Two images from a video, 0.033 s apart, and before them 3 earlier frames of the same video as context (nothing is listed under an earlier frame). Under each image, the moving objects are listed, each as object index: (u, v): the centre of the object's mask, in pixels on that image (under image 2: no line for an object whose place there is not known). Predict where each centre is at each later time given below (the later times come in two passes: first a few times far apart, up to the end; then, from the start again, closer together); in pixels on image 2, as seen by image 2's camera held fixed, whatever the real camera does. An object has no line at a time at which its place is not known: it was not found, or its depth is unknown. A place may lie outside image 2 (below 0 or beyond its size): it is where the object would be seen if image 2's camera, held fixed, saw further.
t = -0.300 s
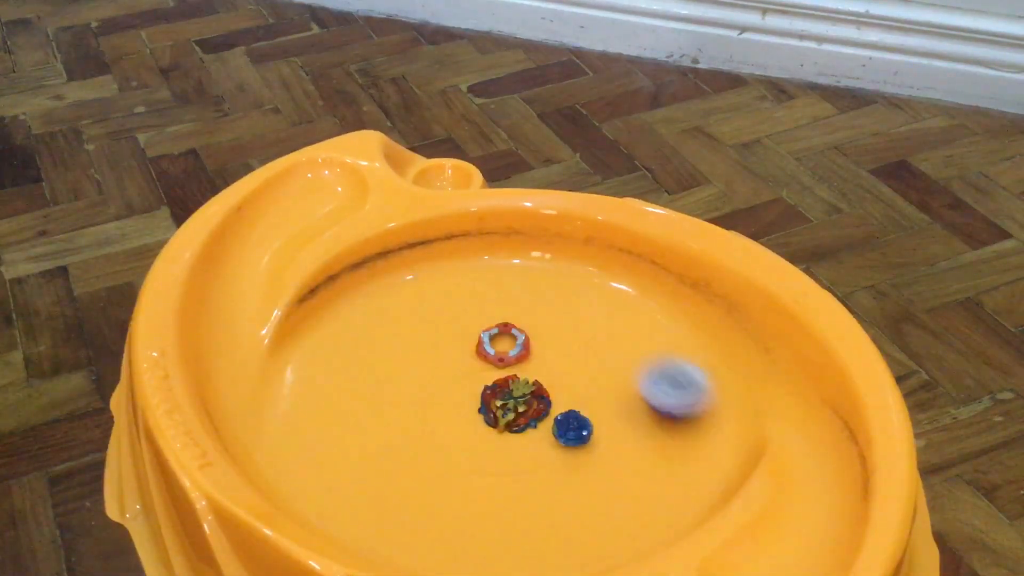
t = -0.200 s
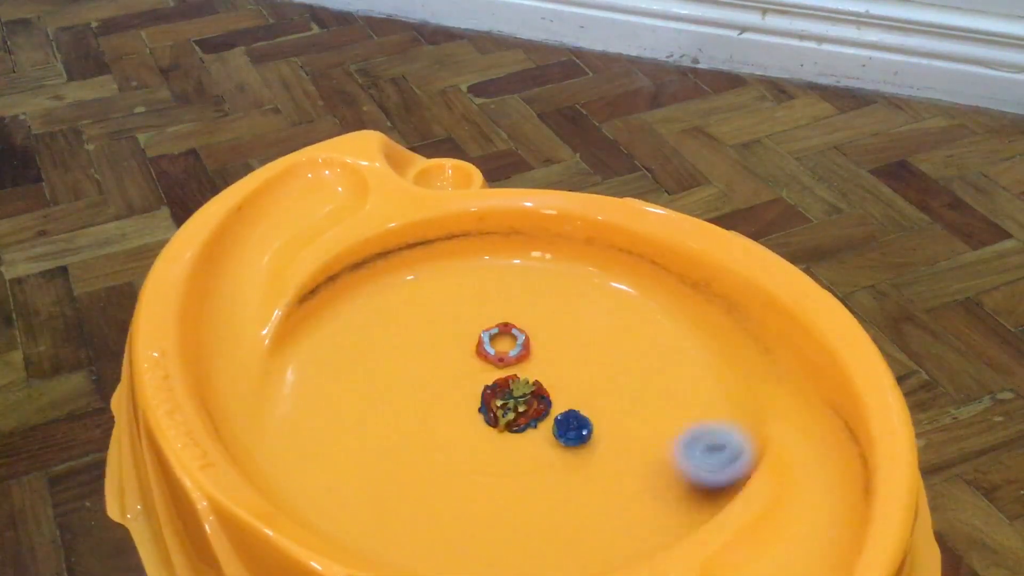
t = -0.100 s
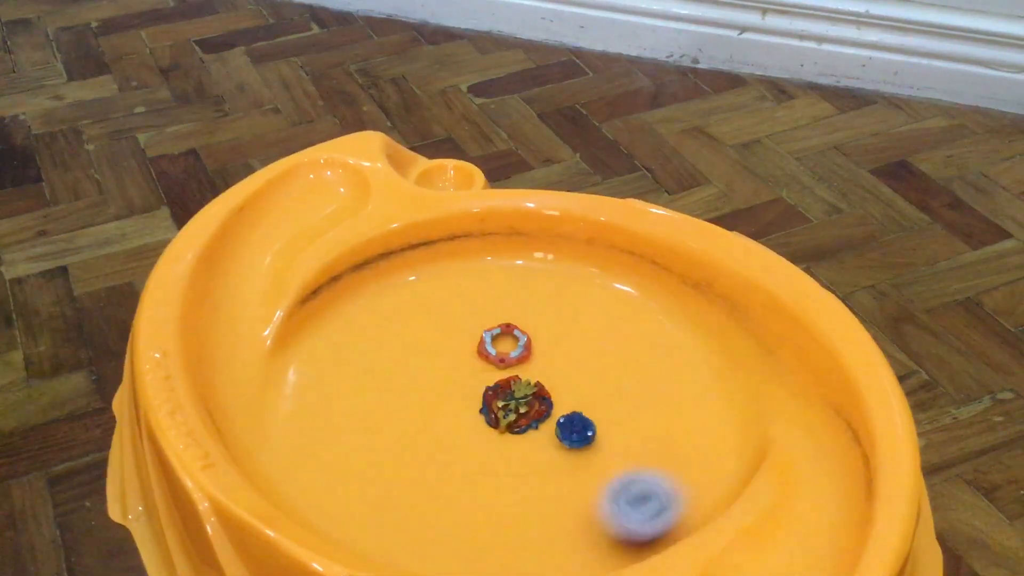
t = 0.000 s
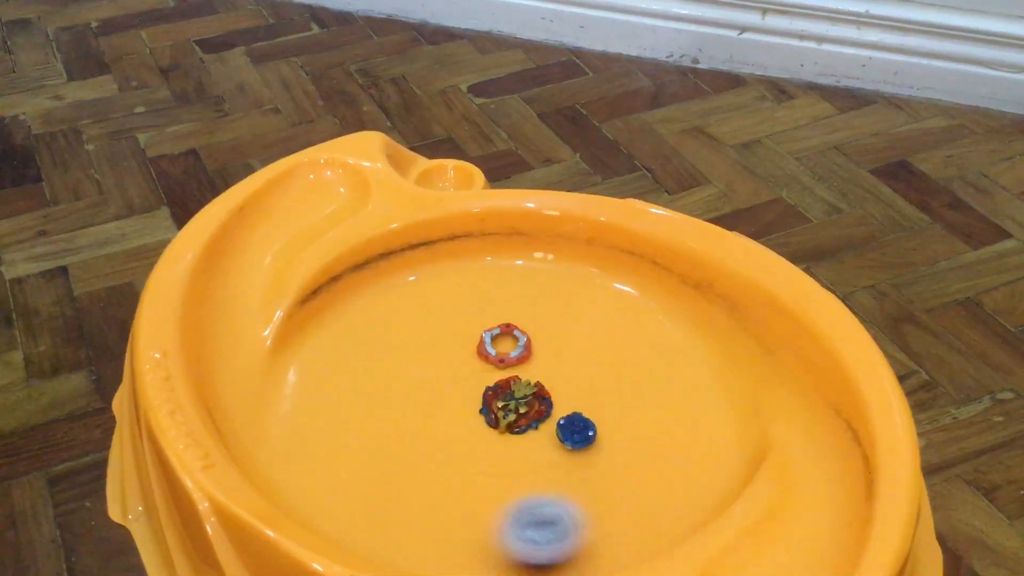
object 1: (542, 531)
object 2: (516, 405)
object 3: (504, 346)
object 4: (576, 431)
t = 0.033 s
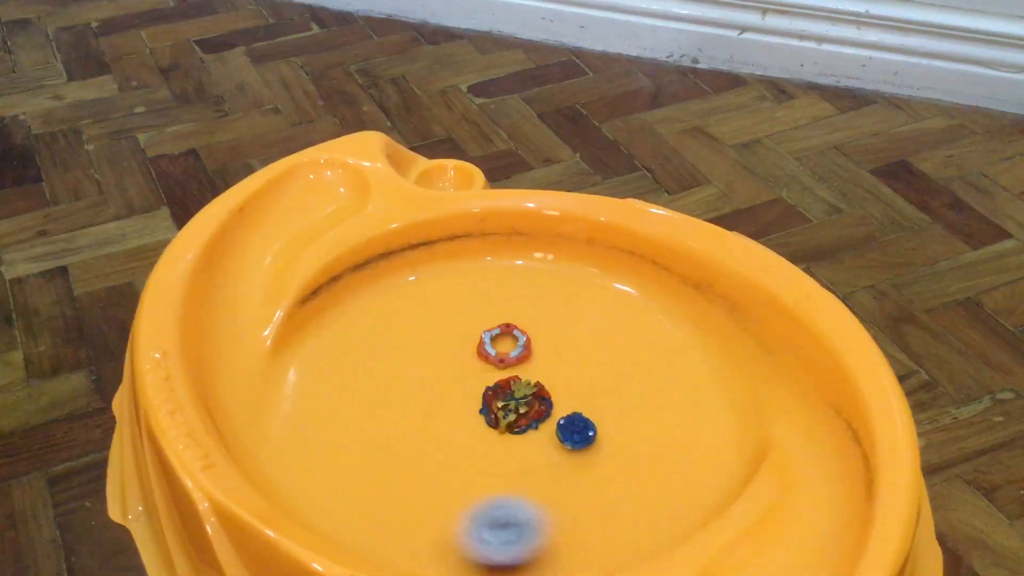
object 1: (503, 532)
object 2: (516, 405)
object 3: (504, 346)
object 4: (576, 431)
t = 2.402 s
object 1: (479, 428)
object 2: (628, 541)
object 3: (680, 427)
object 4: (644, 447)
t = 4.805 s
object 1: (461, 401)
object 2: (598, 512)
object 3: (609, 425)
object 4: (646, 442)
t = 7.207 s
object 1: (441, 412)
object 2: (598, 512)
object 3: (609, 425)
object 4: (646, 442)
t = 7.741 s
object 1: (441, 411)
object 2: (598, 512)
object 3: (609, 425)
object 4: (646, 442)
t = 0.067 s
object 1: (464, 531)
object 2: (516, 405)
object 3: (504, 346)
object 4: (576, 431)
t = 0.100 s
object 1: (425, 525)
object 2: (516, 405)
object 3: (504, 346)
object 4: (576, 431)
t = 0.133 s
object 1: (389, 517)
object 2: (516, 405)
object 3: (504, 346)
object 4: (576, 431)
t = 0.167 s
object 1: (353, 505)
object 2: (516, 405)
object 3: (504, 346)
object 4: (576, 431)
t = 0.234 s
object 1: (296, 472)
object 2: (516, 405)
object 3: (504, 346)
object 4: (576, 431)
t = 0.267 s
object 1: (276, 451)
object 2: (516, 405)
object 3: (504, 346)
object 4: (576, 431)
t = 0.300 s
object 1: (266, 426)
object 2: (516, 405)
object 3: (504, 346)
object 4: (576, 431)
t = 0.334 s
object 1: (263, 401)
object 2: (516, 405)
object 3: (504, 346)
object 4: (576, 431)
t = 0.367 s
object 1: (268, 378)
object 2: (516, 405)
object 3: (504, 346)
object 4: (576, 431)
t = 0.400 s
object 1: (279, 356)
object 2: (516, 405)
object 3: (504, 346)
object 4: (576, 431)
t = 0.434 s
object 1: (299, 337)
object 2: (516, 405)
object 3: (504, 346)
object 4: (576, 431)
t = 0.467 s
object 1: (327, 323)
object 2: (515, 405)
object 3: (504, 346)
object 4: (575, 430)
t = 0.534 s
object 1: (388, 307)
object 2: (516, 405)
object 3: (504, 346)
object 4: (575, 430)
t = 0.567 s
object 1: (419, 303)
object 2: (516, 405)
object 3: (504, 346)
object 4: (575, 430)
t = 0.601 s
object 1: (449, 301)
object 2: (516, 405)
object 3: (504, 346)
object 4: (575, 430)
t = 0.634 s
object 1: (478, 302)
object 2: (516, 405)
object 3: (504, 346)
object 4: (575, 430)
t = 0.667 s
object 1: (504, 300)
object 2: (516, 405)
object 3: (509, 348)
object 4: (575, 430)
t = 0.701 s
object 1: (528, 300)
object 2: (516, 406)
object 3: (515, 358)
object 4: (575, 430)
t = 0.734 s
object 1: (553, 304)
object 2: (519, 415)
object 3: (518, 363)
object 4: (576, 430)
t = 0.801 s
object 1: (601, 320)
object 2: (520, 427)
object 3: (520, 365)
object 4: (580, 432)
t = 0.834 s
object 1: (624, 333)
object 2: (520, 430)
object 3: (520, 366)
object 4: (580, 433)
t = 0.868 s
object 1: (645, 349)
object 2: (520, 430)
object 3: (520, 366)
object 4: (580, 433)
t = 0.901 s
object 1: (665, 367)
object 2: (520, 430)
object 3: (520, 366)
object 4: (580, 433)
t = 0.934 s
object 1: (681, 386)
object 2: (520, 430)
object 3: (520, 366)
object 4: (580, 433)
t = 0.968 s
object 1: (692, 407)
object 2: (520, 430)
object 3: (520, 366)
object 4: (580, 433)
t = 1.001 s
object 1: (699, 430)
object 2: (520, 430)
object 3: (520, 366)
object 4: (580, 433)
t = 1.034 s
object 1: (702, 455)
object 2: (519, 430)
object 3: (520, 366)
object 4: (580, 433)
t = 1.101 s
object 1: (680, 495)
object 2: (519, 430)
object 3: (520, 366)
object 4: (579, 433)
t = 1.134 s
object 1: (650, 508)
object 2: (519, 430)
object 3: (520, 367)
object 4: (579, 433)
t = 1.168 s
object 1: (617, 518)
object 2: (519, 430)
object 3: (519, 367)
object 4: (578, 433)
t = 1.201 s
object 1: (584, 523)
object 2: (519, 430)
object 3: (519, 367)
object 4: (578, 433)
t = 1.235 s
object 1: (549, 524)
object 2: (519, 430)
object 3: (519, 367)
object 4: (578, 433)
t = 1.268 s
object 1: (513, 523)
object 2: (519, 430)
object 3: (519, 367)
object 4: (578, 433)
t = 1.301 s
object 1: (476, 520)
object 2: (519, 430)
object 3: (519, 367)
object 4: (578, 433)
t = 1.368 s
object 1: (379, 492)
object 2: (519, 430)
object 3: (519, 367)
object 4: (578, 433)
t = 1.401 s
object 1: (350, 479)
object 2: (519, 430)
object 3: (519, 367)
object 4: (578, 433)
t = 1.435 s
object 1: (325, 464)
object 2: (519, 430)
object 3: (519, 367)
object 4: (578, 433)
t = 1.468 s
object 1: (304, 445)
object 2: (519, 430)
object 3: (519, 367)
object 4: (578, 433)
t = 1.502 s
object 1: (288, 426)
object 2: (519, 430)
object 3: (519, 367)
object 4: (578, 433)
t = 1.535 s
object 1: (277, 406)
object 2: (519, 430)
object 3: (519, 367)
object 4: (578, 433)
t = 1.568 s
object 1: (273, 385)
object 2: (519, 430)
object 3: (519, 367)
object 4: (578, 433)
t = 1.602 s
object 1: (276, 366)
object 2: (519, 430)
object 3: (519, 367)
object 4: (578, 433)
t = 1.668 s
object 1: (302, 332)
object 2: (519, 430)
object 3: (519, 367)
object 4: (578, 433)
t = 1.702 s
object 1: (324, 324)
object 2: (519, 431)
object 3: (519, 367)
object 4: (577, 433)
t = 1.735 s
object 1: (350, 320)
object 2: (519, 431)
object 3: (519, 367)
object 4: (577, 433)
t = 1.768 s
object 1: (376, 316)
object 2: (519, 431)
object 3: (519, 367)
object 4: (577, 433)
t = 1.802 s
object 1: (403, 315)
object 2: (519, 431)
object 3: (519, 367)
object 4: (577, 433)
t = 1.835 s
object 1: (428, 314)
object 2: (519, 431)
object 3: (519, 367)
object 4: (577, 433)
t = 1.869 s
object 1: (452, 316)
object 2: (519, 431)
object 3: (519, 367)
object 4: (577, 433)
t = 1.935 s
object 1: (497, 328)
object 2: (519, 431)
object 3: (521, 369)
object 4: (577, 433)
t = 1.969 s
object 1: (503, 331)
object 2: (519, 430)
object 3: (549, 356)
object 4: (576, 433)
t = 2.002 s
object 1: (505, 343)
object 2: (519, 430)
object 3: (592, 351)
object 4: (577, 433)
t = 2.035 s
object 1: (504, 343)
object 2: (519, 431)
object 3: (623, 353)
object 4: (576, 433)
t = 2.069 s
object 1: (504, 348)
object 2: (519, 431)
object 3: (663, 360)
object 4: (576, 434)
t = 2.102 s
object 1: (503, 352)
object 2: (519, 431)
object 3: (688, 362)
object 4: (576, 434)
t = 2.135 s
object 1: (504, 359)
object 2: (518, 431)
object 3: (709, 362)
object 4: (576, 434)
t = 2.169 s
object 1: (506, 368)
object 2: (518, 431)
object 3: (722, 368)
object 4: (576, 434)
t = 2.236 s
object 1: (506, 383)
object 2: (533, 450)
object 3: (723, 395)
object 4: (592, 433)
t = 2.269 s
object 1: (500, 388)
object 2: (558, 478)
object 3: (717, 405)
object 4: (608, 433)
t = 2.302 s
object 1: (497, 396)
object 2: (581, 503)
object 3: (707, 414)
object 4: (622, 436)
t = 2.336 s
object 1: (493, 406)
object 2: (603, 524)
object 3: (697, 420)
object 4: (631, 439)
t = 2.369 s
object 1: (486, 418)
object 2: (618, 538)
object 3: (687, 425)
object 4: (638, 443)
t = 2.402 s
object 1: (479, 428)
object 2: (628, 541)
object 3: (680, 427)
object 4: (644, 447)
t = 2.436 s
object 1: (471, 438)
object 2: (632, 541)
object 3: (674, 429)
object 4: (643, 452)
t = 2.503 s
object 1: (456, 455)
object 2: (625, 537)
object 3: (661, 430)
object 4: (639, 461)
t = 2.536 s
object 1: (447, 462)
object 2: (619, 532)
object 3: (656, 430)
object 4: (634, 463)
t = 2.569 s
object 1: (437, 467)
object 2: (612, 525)
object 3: (653, 431)
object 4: (628, 466)
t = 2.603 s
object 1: (426, 470)
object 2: (607, 519)
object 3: (650, 431)
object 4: (625, 467)
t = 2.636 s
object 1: (415, 471)
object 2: (603, 516)
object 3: (649, 431)
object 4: (621, 465)
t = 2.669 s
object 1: (404, 470)
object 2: (600, 514)
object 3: (649, 431)
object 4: (617, 463)
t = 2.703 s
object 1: (395, 467)
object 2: (599, 514)
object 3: (648, 431)
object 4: (612, 463)
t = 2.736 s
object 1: (388, 463)
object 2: (599, 513)
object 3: (647, 431)
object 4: (607, 461)
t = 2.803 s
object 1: (382, 451)
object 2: (599, 513)
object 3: (647, 431)
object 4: (598, 456)
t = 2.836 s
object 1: (383, 444)
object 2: (599, 513)
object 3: (647, 431)
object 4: (595, 453)
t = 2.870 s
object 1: (386, 437)
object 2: (599, 513)
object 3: (647, 431)
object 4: (593, 452)
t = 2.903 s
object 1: (392, 432)
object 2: (599, 513)
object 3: (647, 431)
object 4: (593, 452)
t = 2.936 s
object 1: (400, 427)
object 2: (599, 513)
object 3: (647, 431)
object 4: (593, 451)
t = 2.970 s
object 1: (408, 423)
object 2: (599, 513)
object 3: (646, 431)
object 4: (593, 452)
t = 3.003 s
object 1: (418, 419)
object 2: (599, 513)
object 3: (646, 431)
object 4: (593, 452)
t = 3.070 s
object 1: (438, 412)
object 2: (599, 513)
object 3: (646, 431)
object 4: (593, 452)
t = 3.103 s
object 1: (447, 409)
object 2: (599, 513)
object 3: (646, 431)
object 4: (593, 452)
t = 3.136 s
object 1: (459, 409)
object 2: (599, 513)
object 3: (646, 431)
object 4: (593, 452)
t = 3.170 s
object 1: (472, 409)
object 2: (599, 513)
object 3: (645, 431)
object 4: (593, 452)
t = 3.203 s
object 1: (485, 410)
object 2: (599, 513)
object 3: (645, 431)
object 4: (593, 452)
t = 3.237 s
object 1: (498, 411)
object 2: (599, 513)
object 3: (645, 431)
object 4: (593, 452)
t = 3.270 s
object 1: (510, 414)
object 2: (599, 513)
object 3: (645, 431)
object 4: (593, 452)
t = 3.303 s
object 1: (523, 417)
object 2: (599, 513)
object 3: (645, 431)
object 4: (593, 452)
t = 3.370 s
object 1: (545, 424)
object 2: (599, 513)
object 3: (645, 431)
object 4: (594, 452)
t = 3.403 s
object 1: (548, 427)
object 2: (599, 513)
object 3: (647, 421)
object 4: (646, 444)
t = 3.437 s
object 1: (549, 431)
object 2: (599, 513)
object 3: (648, 429)
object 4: (702, 440)
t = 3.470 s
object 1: (552, 435)
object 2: (599, 513)
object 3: (646, 429)
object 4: (754, 442)
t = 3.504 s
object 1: (554, 440)
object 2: (599, 513)
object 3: (645, 429)
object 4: (779, 428)
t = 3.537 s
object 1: (557, 442)
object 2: (599, 513)
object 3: (644, 428)
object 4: (806, 424)
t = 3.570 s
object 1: (558, 444)
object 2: (599, 513)
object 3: (644, 429)
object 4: (820, 424)
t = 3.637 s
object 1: (552, 448)
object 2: (599, 513)
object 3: (643, 428)
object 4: (806, 429)
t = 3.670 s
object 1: (547, 450)
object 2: (598, 513)
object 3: (643, 428)
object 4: (783, 428)
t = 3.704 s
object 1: (541, 452)
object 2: (598, 513)
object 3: (642, 428)
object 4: (759, 426)
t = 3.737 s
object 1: (538, 454)
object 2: (598, 513)
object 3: (642, 428)
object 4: (735, 433)
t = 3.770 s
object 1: (533, 455)
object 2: (598, 513)
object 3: (642, 428)
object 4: (704, 431)
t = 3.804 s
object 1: (526, 456)
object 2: (598, 513)
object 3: (638, 428)
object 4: (685, 426)
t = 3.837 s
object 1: (520, 457)
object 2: (598, 513)
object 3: (631, 427)
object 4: (678, 426)
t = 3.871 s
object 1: (516, 458)
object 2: (598, 513)
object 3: (626, 427)
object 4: (672, 423)
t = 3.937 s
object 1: (506, 458)
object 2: (598, 512)
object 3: (617, 426)
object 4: (667, 424)
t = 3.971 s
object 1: (502, 459)
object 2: (598, 512)
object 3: (613, 426)
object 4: (664, 427)
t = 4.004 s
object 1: (498, 458)
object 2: (598, 512)
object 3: (612, 426)
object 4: (660, 429)
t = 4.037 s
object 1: (497, 458)
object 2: (598, 512)
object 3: (610, 426)
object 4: (654, 429)
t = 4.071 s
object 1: (497, 458)
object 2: (598, 512)
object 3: (609, 425)
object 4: (653, 434)
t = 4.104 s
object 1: (496, 459)
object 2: (598, 512)
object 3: (609, 425)
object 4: (651, 436)
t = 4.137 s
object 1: (494, 458)
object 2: (598, 512)
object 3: (609, 425)
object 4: (649, 439)
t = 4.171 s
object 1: (493, 458)
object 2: (598, 512)
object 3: (609, 425)
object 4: (649, 441)
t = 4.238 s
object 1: (490, 457)
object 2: (598, 512)
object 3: (609, 425)
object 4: (648, 442)
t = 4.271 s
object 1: (489, 457)
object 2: (598, 512)
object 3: (609, 425)
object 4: (647, 442)
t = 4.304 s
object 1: (487, 458)
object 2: (598, 512)
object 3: (609, 425)
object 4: (647, 442)
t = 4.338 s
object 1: (484, 457)
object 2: (598, 512)
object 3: (609, 425)
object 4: (647, 442)
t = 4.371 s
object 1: (480, 457)
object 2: (598, 512)
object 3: (609, 425)
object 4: (647, 442)
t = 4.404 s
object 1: (477, 456)
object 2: (598, 512)
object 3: (609, 425)
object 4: (647, 442)
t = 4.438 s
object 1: (471, 454)
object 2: (598, 512)
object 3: (609, 425)
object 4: (647, 442)
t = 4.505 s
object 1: (459, 443)
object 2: (598, 512)
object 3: (609, 425)
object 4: (646, 442)
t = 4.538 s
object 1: (455, 435)
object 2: (598, 512)
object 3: (609, 425)
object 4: (646, 442)
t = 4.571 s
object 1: (454, 430)
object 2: (598, 512)
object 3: (609, 425)
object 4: (646, 442)
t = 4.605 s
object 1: (454, 425)
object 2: (598, 512)
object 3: (609, 425)
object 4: (646, 442)
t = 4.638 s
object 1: (454, 421)
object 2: (598, 512)
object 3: (609, 425)
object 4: (646, 442)
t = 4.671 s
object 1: (454, 417)
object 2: (598, 512)
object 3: (609, 425)
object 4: (646, 442)
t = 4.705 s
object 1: (455, 412)
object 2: (598, 512)
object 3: (609, 425)
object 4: (646, 442)
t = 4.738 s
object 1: (456, 408)
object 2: (598, 512)
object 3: (609, 425)
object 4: (646, 442)
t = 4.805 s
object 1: (461, 401)
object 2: (598, 512)
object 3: (609, 425)
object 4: (646, 442)
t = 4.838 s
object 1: (465, 397)
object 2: (598, 512)
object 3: (609, 425)
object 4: (646, 442)
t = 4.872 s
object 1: (468, 395)
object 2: (598, 512)
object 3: (609, 425)
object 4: (646, 442)
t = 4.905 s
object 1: (472, 392)
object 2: (598, 512)
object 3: (609, 425)
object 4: (646, 442)
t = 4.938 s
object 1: (475, 389)
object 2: (598, 512)
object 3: (609, 425)
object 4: (646, 442)
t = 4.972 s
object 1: (479, 388)
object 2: (598, 512)
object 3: (609, 425)
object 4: (646, 442)
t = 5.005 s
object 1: (483, 386)
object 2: (598, 512)
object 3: (609, 425)
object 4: (646, 442)
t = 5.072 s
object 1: (491, 385)
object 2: (598, 512)
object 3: (609, 425)
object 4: (646, 442)
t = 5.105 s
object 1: (494, 386)
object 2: (598, 512)
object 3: (609, 425)
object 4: (646, 442)
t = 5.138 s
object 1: (497, 386)
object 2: (598, 512)
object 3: (609, 425)
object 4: (646, 442)
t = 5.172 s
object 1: (500, 386)
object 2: (598, 512)
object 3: (609, 425)
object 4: (646, 442)
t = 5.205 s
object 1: (502, 388)
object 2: (598, 512)
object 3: (609, 425)
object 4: (646, 442)
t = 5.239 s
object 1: (504, 389)
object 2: (598, 512)
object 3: (609, 425)
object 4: (646, 442)
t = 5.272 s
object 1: (506, 392)
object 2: (598, 512)
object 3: (609, 425)
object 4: (646, 442)
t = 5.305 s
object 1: (506, 394)
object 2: (598, 512)
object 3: (609, 425)
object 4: (646, 442)
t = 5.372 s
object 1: (506, 398)
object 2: (598, 512)
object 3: (609, 425)
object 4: (646, 442)
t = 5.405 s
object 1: (505, 401)
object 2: (598, 512)
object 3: (609, 425)
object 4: (646, 442)
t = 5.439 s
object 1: (504, 404)
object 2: (598, 512)
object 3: (609, 425)
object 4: (646, 442)
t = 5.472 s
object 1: (501, 406)
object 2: (598, 512)
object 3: (609, 425)
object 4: (646, 442)
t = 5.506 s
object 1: (500, 408)
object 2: (598, 512)
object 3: (609, 425)
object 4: (646, 442)
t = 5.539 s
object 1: (497, 410)
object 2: (598, 512)
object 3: (609, 425)
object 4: (646, 442)
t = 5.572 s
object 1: (494, 413)
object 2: (598, 512)
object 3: (609, 425)
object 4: (646, 442)
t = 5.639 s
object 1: (487, 414)
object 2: (598, 512)
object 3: (609, 425)
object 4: (646, 442)
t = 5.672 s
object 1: (484, 415)
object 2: (598, 512)
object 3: (609, 425)
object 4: (646, 442)
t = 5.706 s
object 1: (480, 416)
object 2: (598, 512)
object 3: (609, 425)
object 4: (646, 442)
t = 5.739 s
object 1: (477, 416)
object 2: (598, 512)
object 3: (609, 425)
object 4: (646, 442)
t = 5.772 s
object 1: (474, 416)
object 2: (598, 512)
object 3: (609, 425)
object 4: (646, 442)
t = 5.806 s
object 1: (472, 417)
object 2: (598, 512)
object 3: (609, 425)
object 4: (646, 442)
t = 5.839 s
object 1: (469, 416)
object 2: (598, 512)
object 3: (609, 425)
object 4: (646, 442)
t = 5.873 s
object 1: (466, 417)
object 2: (598, 512)
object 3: (609, 425)
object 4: (646, 442)
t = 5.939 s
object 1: (461, 416)
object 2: (598, 512)
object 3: (609, 425)
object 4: (646, 442)
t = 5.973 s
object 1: (459, 416)
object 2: (598, 512)
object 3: (609, 425)
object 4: (646, 442)
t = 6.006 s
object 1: (456, 416)
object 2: (598, 512)
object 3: (609, 425)
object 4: (646, 442)
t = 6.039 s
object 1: (455, 416)
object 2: (598, 512)
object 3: (609, 425)
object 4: (646, 442)
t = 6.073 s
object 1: (453, 416)
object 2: (598, 512)
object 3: (609, 425)
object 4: (646, 442)
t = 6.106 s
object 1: (450, 417)
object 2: (598, 512)
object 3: (609, 425)
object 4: (646, 442)
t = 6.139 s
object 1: (449, 416)
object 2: (598, 512)
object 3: (609, 425)
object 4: (646, 442)
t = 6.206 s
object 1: (446, 416)
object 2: (598, 512)
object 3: (609, 425)
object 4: (646, 442)
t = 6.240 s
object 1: (444, 416)
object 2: (598, 512)
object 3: (609, 425)
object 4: (646, 442)
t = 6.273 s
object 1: (443, 416)
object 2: (598, 512)
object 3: (609, 425)
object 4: (646, 442)
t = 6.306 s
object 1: (441, 415)
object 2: (598, 512)
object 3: (609, 425)
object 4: (646, 442)
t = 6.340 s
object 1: (440, 414)
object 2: (598, 512)
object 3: (609, 425)
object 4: (646, 442)
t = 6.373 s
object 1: (440, 411)
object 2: (598, 512)
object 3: (609, 425)
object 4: (646, 442)
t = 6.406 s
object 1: (440, 410)
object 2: (598, 512)
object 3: (609, 425)
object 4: (646, 442)
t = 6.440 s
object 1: (440, 410)
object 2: (598, 512)
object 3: (609, 425)
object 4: (646, 442)
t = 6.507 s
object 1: (439, 411)
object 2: (598, 512)
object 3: (609, 425)
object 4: (646, 442)
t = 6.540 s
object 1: (439, 411)
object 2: (598, 512)
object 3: (609, 425)
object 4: (646, 442)
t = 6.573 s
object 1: (439, 409)
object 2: (598, 513)
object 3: (609, 425)
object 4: (646, 442)
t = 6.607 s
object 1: (441, 409)
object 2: (598, 512)
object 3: (609, 425)
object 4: (646, 442)
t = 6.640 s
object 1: (443, 410)
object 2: (598, 512)
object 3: (609, 425)
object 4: (646, 442)
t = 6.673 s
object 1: (443, 411)
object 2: (598, 512)
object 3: (609, 425)
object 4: (646, 442)
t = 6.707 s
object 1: (444, 413)
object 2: (598, 512)
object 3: (609, 425)
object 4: (646, 442)
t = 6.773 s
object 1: (444, 414)
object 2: (598, 513)
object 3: (609, 425)
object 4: (646, 442)
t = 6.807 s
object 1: (444, 416)
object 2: (598, 513)
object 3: (609, 425)
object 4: (646, 442)
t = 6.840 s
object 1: (443, 416)
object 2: (598, 513)
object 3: (609, 425)
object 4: (646, 442)
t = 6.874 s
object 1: (443, 417)
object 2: (598, 513)
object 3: (609, 425)
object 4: (646, 442)
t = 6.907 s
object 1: (442, 416)
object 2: (598, 513)
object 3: (609, 425)
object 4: (646, 442)
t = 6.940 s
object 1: (442, 415)
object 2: (598, 513)
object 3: (609, 425)
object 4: (646, 442)
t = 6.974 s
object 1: (442, 415)
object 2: (598, 512)
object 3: (609, 425)
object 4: (646, 442)
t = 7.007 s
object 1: (441, 414)
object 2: (598, 512)
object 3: (609, 425)
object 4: (646, 442)
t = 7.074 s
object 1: (441, 414)
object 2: (598, 512)
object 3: (609, 425)
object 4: (646, 442)
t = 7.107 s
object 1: (441, 414)
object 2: (598, 513)
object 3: (609, 425)
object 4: (646, 442)
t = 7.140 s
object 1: (441, 414)
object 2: (598, 512)
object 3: (609, 425)
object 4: (646, 442)
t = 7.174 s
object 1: (441, 413)
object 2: (598, 512)
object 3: (609, 425)
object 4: (646, 442)
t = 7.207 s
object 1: (441, 412)
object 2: (598, 512)
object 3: (609, 425)
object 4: (646, 442)
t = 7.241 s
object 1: (441, 412)
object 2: (598, 512)
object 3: (608, 425)
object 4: (646, 442)
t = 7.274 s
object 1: (442, 412)
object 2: (598, 512)
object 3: (609, 425)
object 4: (646, 442)
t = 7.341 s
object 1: (442, 412)
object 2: (598, 512)
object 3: (609, 425)
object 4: (646, 442)
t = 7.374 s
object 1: (441, 412)
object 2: (598, 512)
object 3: (609, 425)
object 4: (646, 442)
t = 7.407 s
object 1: (441, 412)
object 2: (598, 512)
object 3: (609, 425)
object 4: (646, 442)
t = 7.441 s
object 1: (441, 412)
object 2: (598, 513)
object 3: (609, 425)
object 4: (646, 442)
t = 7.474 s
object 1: (440, 413)
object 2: (598, 512)
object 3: (609, 425)
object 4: (646, 442)
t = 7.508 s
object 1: (439, 411)
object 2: (598, 512)
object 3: (609, 425)
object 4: (646, 442)
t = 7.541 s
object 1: (441, 410)
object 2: (598, 512)
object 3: (609, 425)
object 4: (646, 442)
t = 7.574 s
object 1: (441, 410)
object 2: (598, 512)
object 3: (609, 425)
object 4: (646, 442)
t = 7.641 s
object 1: (442, 410)
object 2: (598, 512)
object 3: (609, 425)
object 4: (646, 442)
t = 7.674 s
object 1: (443, 410)
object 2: (598, 512)
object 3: (609, 425)
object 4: (646, 442)
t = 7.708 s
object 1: (442, 410)
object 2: (598, 512)
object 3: (609, 425)
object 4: (646, 442)
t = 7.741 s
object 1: (441, 411)
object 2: (598, 512)
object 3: (609, 425)
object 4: (646, 442)
